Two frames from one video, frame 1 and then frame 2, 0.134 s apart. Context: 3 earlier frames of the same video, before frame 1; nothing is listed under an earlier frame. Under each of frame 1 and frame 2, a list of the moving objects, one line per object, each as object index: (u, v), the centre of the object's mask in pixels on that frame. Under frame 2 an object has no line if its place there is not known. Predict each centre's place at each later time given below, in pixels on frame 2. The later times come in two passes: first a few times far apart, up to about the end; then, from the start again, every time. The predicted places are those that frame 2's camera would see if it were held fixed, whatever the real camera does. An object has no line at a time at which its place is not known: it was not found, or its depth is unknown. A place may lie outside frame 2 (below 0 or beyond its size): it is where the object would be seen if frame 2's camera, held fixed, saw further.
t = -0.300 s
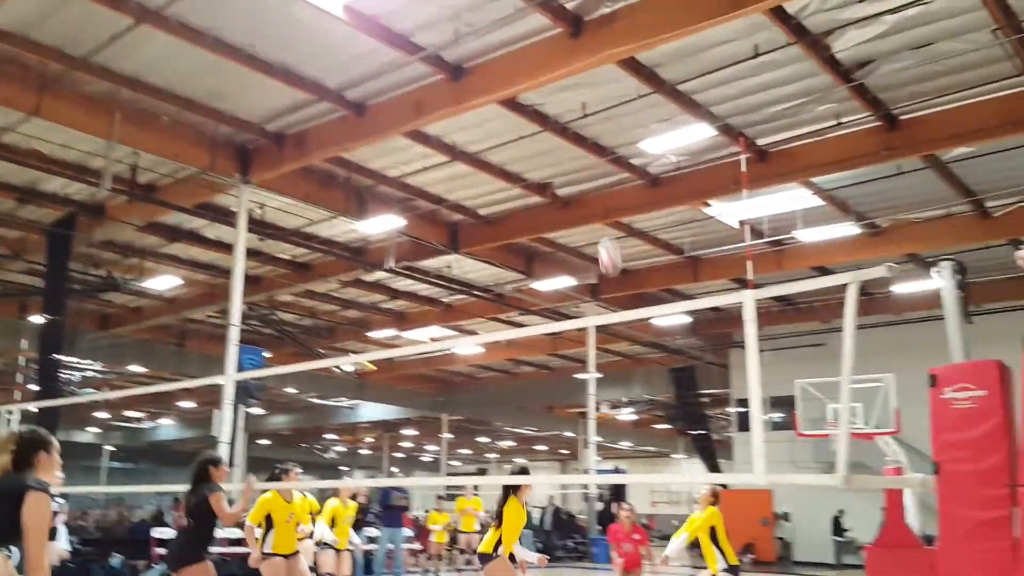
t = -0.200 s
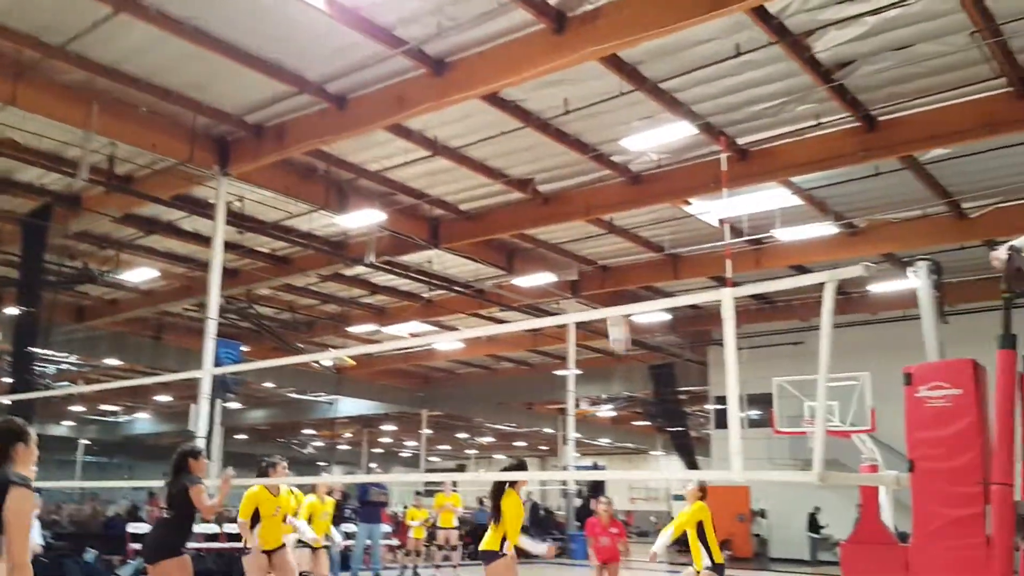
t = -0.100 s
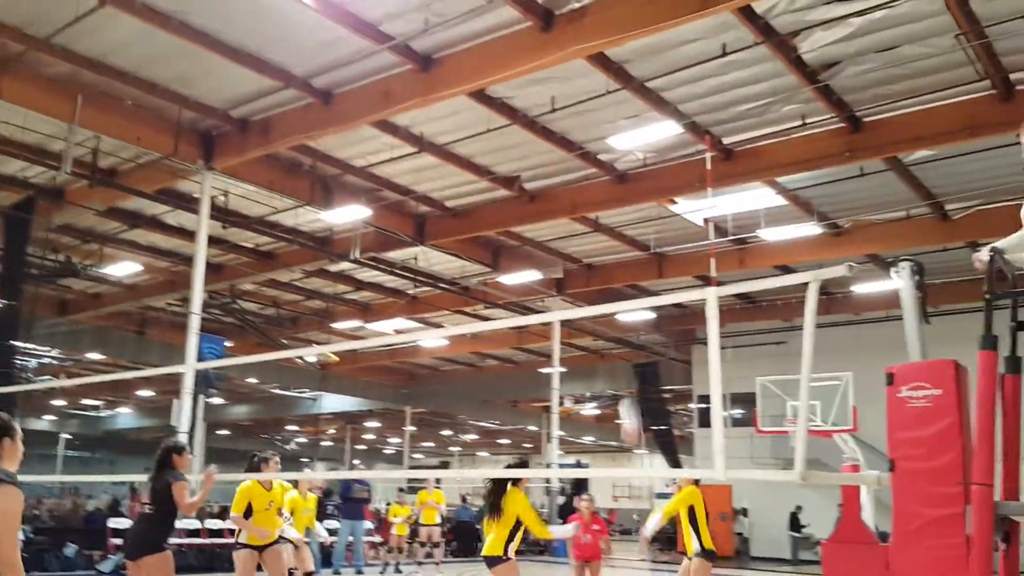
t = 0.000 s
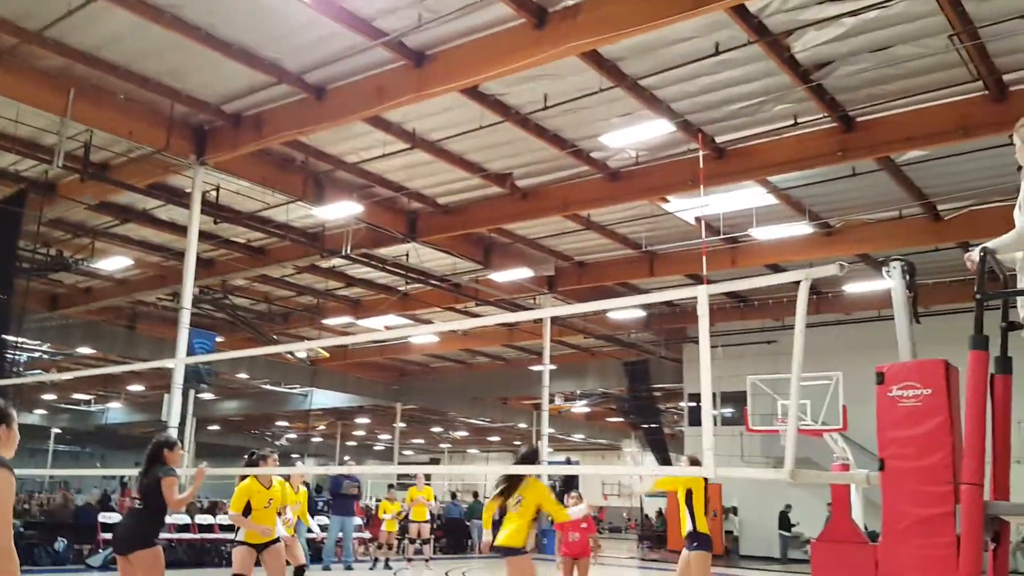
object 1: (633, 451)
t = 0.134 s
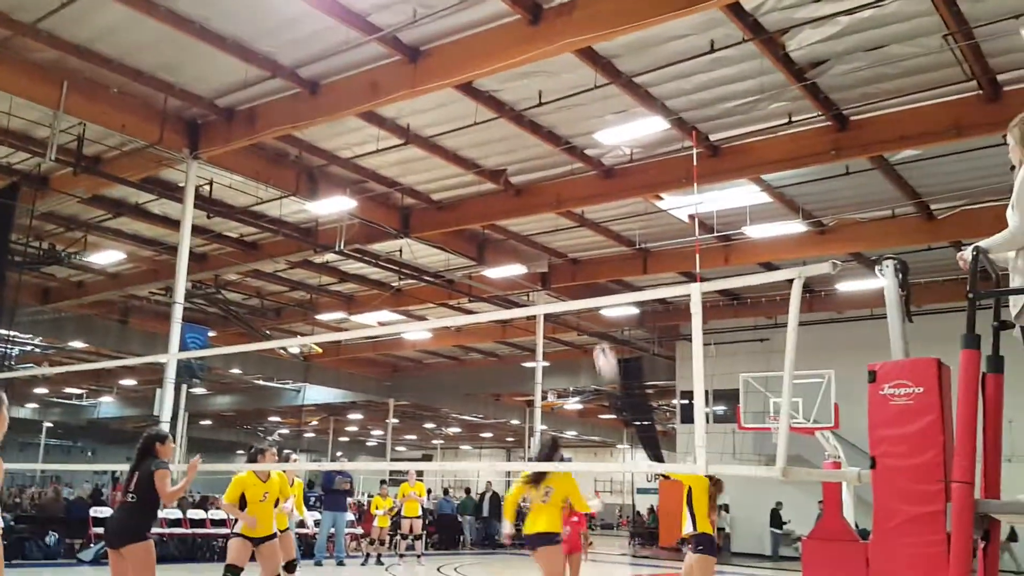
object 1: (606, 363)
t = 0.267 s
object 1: (586, 284)
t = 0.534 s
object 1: (549, 193)
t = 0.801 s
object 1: (510, 170)
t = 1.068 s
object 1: (466, 216)
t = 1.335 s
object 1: (418, 348)
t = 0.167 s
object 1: (601, 342)
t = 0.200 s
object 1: (596, 323)
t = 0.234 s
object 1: (590, 298)
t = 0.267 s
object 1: (586, 284)
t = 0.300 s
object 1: (582, 270)
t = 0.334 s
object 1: (577, 256)
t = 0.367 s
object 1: (572, 242)
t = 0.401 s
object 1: (566, 229)
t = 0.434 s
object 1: (563, 220)
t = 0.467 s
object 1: (558, 210)
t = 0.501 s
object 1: (554, 200)
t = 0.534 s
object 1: (549, 193)
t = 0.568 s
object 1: (544, 186)
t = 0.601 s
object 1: (539, 180)
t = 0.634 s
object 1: (534, 175)
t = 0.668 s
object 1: (529, 173)
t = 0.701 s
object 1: (524, 171)
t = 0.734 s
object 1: (519, 169)
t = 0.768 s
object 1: (514, 169)
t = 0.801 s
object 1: (510, 170)
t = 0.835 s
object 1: (505, 171)
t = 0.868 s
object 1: (499, 174)
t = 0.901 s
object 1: (494, 178)
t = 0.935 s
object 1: (488, 183)
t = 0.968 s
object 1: (483, 189)
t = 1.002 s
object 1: (477, 197)
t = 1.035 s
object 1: (472, 206)
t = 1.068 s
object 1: (466, 216)
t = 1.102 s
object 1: (461, 228)
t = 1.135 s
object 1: (456, 239)
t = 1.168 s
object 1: (450, 253)
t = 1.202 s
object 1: (444, 269)
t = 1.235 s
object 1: (437, 285)
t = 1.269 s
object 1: (431, 302)
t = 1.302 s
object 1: (424, 314)
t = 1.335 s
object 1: (418, 348)
